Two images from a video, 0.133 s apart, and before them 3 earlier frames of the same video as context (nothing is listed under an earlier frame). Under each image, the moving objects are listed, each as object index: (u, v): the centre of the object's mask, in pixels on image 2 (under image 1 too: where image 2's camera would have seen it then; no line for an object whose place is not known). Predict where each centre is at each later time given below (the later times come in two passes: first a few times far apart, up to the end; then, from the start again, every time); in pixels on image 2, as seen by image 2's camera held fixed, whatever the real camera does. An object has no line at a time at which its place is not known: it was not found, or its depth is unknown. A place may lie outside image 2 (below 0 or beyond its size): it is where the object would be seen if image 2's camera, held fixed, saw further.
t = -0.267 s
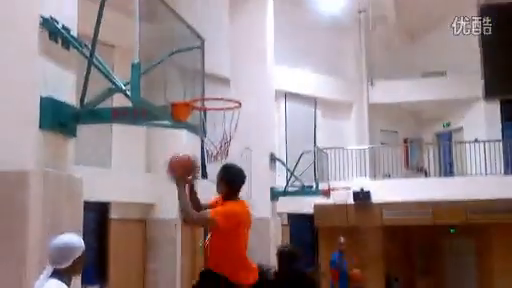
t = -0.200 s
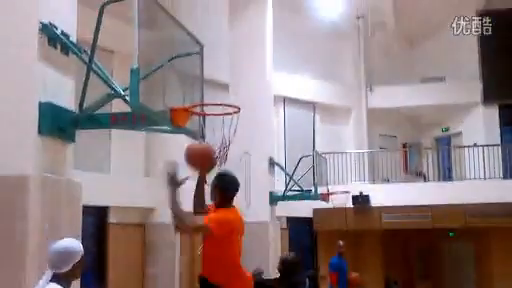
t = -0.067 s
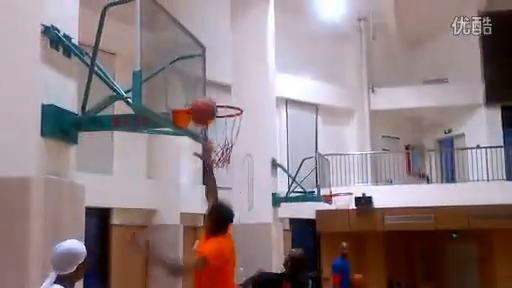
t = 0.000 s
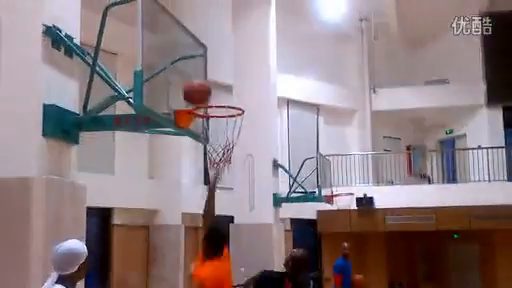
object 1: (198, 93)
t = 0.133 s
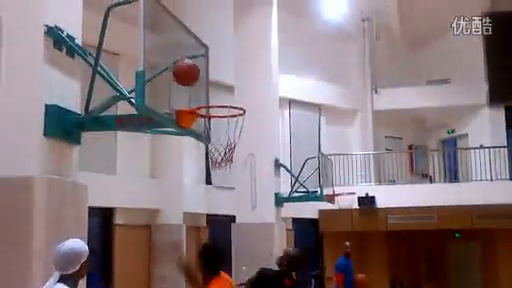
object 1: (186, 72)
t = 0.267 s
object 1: (187, 74)
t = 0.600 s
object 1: (226, 117)
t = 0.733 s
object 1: (210, 132)
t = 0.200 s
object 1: (181, 70)
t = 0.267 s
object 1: (187, 74)
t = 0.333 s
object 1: (196, 82)
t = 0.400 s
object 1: (207, 94)
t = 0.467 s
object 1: (217, 99)
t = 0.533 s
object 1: (226, 109)
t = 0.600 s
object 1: (226, 117)
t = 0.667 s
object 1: (220, 122)
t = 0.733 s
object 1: (210, 132)
